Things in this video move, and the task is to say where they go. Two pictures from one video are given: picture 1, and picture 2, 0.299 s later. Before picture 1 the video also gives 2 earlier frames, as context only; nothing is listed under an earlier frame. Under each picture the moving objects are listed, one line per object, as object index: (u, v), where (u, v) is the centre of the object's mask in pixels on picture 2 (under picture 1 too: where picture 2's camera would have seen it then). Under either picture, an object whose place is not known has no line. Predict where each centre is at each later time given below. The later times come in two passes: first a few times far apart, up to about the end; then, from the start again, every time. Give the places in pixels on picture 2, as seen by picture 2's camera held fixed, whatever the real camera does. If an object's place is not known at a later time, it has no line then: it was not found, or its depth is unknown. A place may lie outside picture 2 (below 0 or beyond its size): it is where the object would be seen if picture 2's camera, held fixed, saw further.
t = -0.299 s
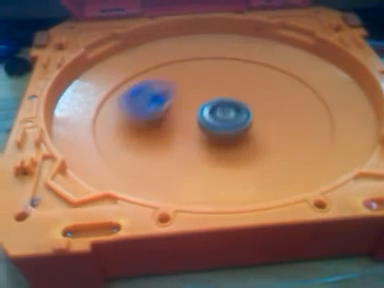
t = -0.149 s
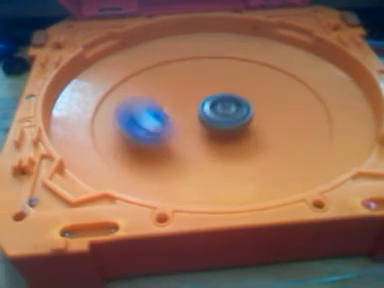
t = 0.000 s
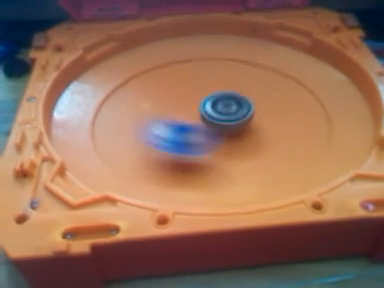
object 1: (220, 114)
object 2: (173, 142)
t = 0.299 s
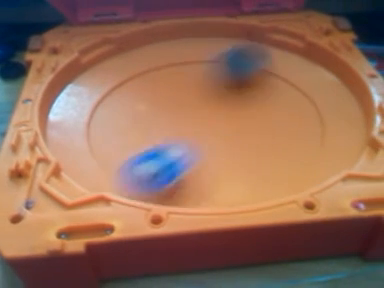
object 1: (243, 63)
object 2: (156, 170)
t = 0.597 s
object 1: (167, 89)
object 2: (226, 131)
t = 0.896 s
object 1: (172, 98)
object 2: (236, 133)
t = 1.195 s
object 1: (188, 101)
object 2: (234, 128)
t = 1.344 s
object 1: (195, 99)
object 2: (234, 127)
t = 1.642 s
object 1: (182, 88)
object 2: (296, 138)
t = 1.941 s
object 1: (183, 97)
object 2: (262, 102)
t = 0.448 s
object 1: (197, 84)
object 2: (197, 137)
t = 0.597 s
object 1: (167, 89)
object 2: (226, 131)
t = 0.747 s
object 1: (162, 90)
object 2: (236, 137)
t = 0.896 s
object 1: (172, 98)
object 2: (236, 133)
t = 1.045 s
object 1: (180, 101)
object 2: (236, 131)
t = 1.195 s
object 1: (188, 101)
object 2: (234, 128)
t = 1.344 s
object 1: (195, 99)
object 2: (234, 127)
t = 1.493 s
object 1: (186, 85)
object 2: (276, 150)
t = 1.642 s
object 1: (182, 88)
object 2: (296, 138)
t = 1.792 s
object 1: (181, 94)
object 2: (294, 117)
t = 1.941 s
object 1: (183, 97)
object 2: (262, 102)
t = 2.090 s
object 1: (167, 95)
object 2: (253, 105)
